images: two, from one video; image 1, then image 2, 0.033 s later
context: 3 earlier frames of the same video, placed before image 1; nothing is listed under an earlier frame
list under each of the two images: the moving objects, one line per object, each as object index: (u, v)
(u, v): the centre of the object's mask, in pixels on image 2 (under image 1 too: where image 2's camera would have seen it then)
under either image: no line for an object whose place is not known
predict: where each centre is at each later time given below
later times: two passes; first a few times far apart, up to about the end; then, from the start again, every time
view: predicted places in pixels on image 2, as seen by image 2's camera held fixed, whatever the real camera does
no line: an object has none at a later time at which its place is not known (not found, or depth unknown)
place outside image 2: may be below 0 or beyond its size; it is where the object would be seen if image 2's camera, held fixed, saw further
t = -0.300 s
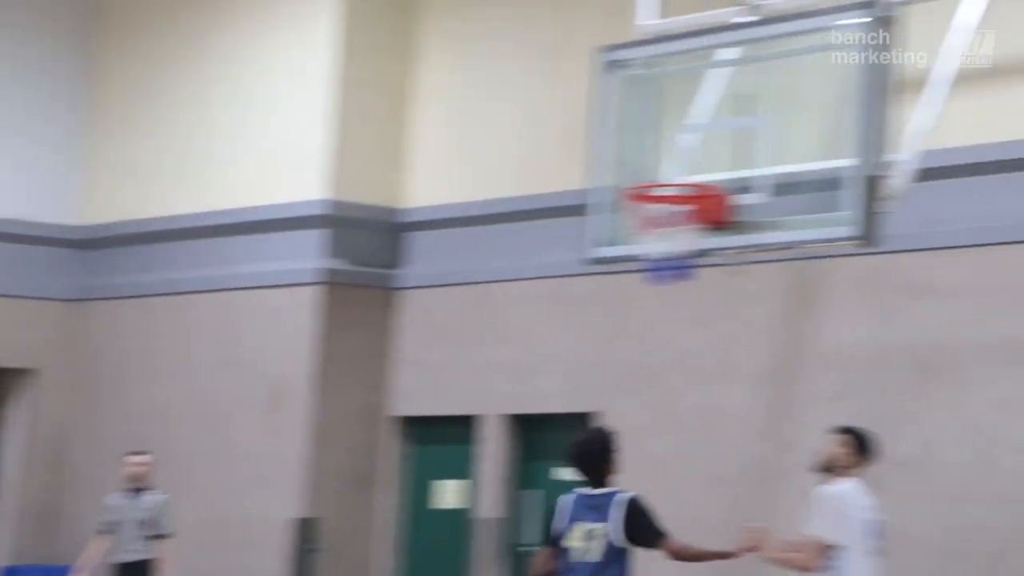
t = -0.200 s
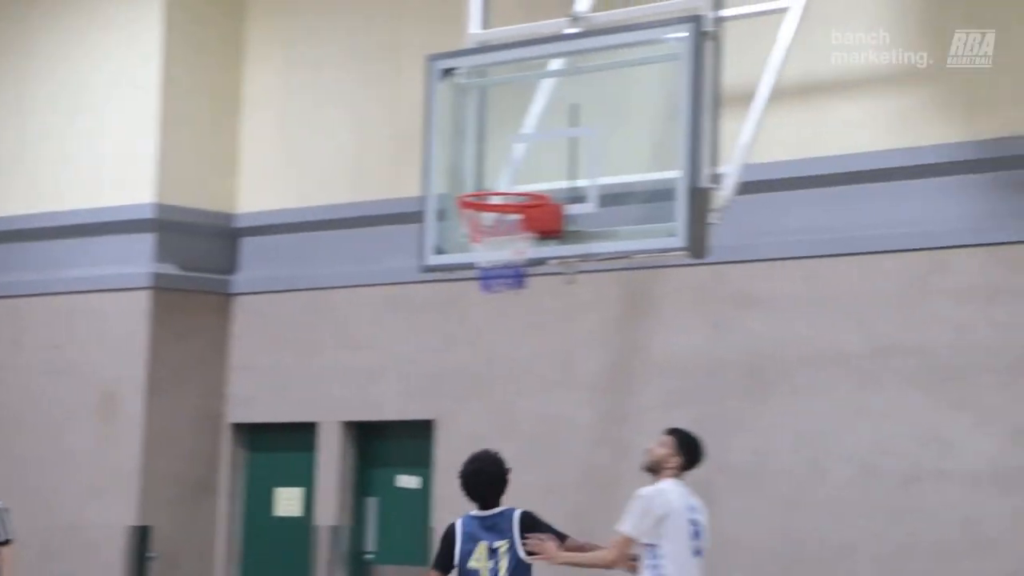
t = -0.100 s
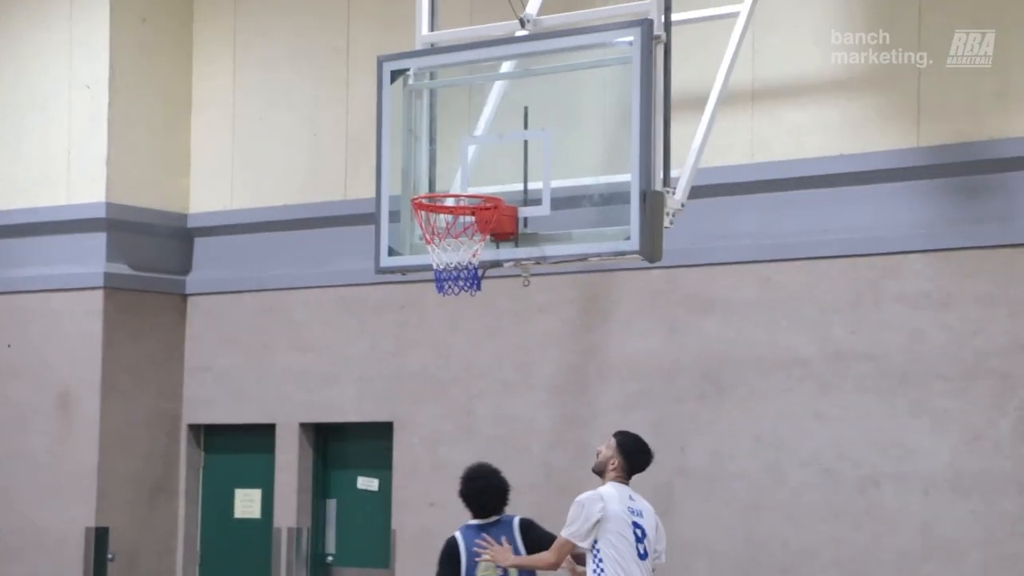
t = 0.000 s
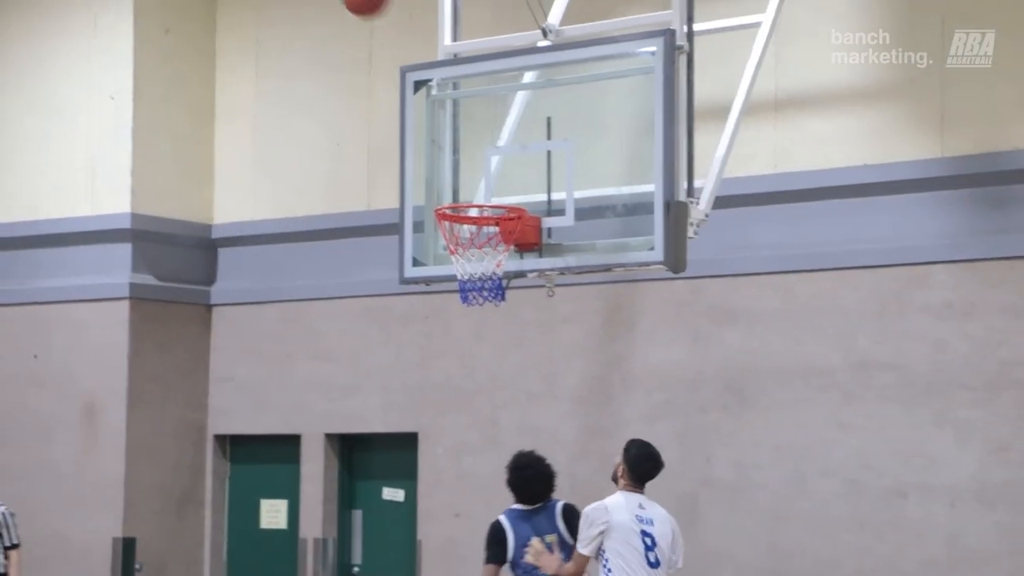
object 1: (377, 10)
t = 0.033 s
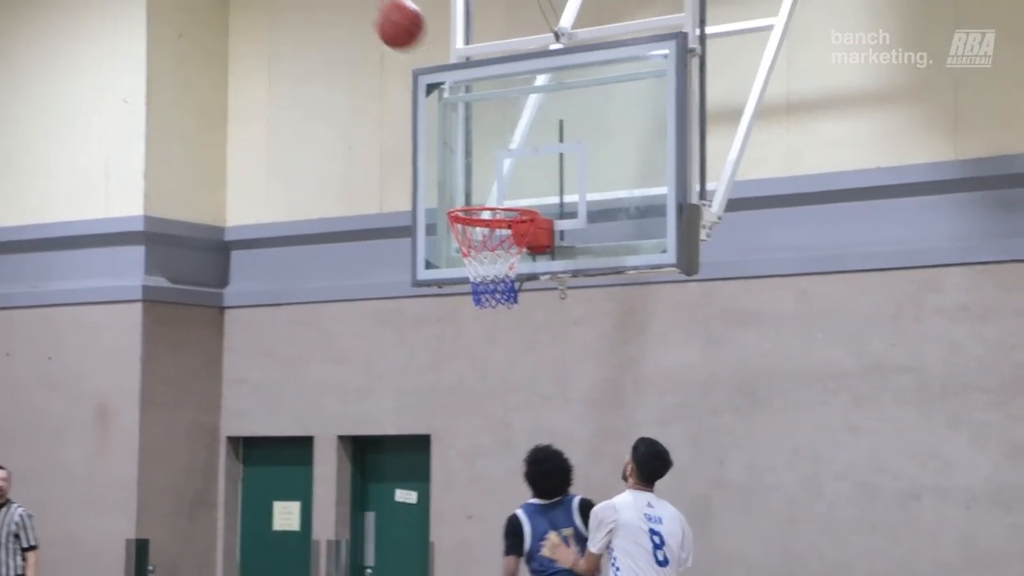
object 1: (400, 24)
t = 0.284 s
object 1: (470, 258)
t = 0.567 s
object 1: (407, 287)
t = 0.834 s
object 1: (360, 448)
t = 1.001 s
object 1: (319, 617)
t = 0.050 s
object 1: (411, 38)
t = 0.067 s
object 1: (421, 54)
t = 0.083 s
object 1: (431, 70)
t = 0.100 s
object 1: (443, 87)
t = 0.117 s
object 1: (452, 103)
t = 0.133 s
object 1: (462, 119)
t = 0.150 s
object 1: (472, 136)
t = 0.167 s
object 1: (482, 154)
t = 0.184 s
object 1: (491, 172)
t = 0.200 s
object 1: (501, 188)
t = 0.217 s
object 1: (508, 206)
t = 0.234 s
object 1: (511, 225)
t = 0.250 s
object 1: (497, 233)
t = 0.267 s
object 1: (484, 244)
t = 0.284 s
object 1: (470, 258)
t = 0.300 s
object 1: (460, 264)
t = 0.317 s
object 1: (452, 265)
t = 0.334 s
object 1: (448, 275)
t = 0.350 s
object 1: (445, 272)
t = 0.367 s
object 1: (442, 268)
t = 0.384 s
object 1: (439, 265)
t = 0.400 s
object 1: (436, 263)
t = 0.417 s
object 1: (432, 262)
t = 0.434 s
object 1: (430, 263)
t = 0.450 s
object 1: (426, 264)
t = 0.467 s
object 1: (424, 266)
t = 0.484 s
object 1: (421, 269)
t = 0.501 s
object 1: (418, 271)
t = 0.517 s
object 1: (415, 274)
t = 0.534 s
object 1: (412, 278)
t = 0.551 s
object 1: (410, 283)
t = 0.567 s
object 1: (407, 287)
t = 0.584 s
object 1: (405, 293)
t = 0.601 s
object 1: (402, 299)
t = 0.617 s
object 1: (399, 306)
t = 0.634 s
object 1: (397, 313)
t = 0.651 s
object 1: (394, 321)
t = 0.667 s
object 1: (392, 329)
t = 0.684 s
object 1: (389, 338)
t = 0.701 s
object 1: (386, 347)
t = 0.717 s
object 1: (383, 358)
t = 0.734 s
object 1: (379, 369)
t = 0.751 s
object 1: (376, 381)
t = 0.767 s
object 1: (374, 391)
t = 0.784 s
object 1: (370, 404)
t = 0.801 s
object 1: (367, 419)
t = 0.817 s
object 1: (363, 433)
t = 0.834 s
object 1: (360, 448)
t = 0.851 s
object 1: (356, 461)
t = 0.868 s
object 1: (352, 477)
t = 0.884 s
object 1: (348, 494)
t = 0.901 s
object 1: (344, 512)
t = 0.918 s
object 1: (340, 530)
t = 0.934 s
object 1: (336, 550)
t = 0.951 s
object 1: (332, 569)
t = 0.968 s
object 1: (329, 588)
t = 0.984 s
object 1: (322, 607)
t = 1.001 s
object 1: (319, 617)
